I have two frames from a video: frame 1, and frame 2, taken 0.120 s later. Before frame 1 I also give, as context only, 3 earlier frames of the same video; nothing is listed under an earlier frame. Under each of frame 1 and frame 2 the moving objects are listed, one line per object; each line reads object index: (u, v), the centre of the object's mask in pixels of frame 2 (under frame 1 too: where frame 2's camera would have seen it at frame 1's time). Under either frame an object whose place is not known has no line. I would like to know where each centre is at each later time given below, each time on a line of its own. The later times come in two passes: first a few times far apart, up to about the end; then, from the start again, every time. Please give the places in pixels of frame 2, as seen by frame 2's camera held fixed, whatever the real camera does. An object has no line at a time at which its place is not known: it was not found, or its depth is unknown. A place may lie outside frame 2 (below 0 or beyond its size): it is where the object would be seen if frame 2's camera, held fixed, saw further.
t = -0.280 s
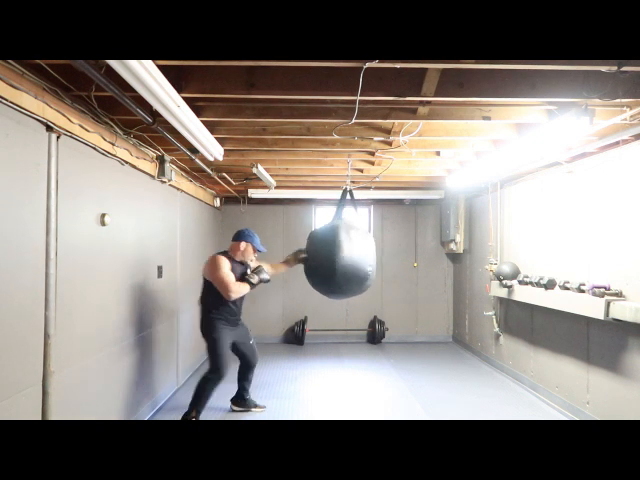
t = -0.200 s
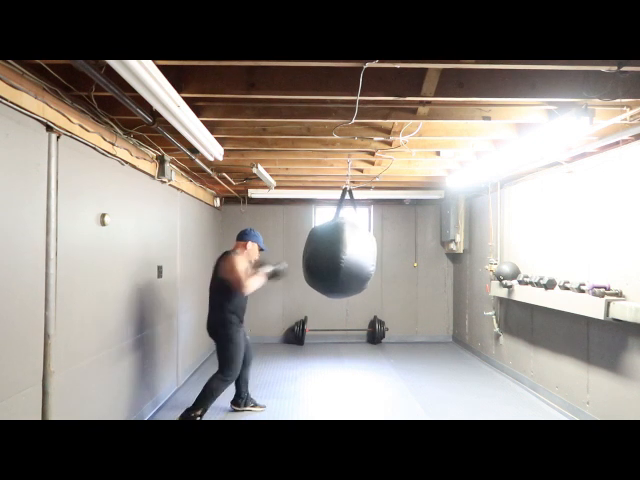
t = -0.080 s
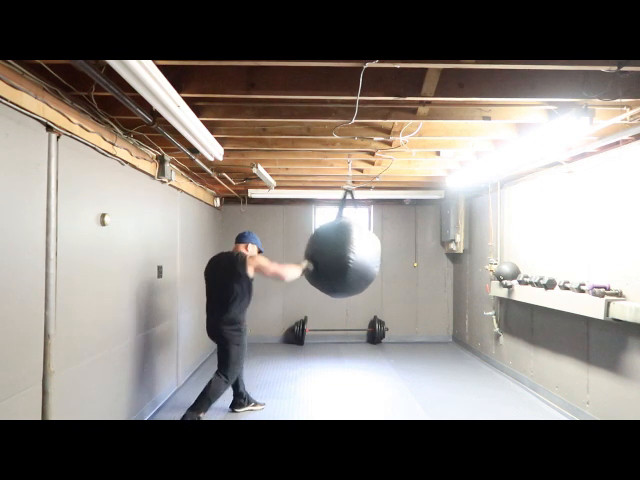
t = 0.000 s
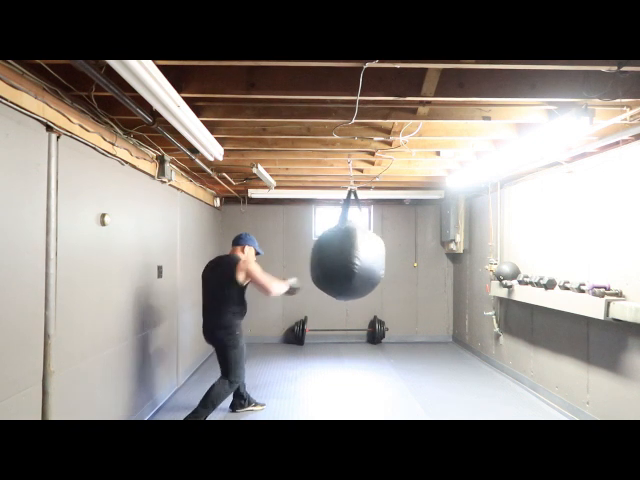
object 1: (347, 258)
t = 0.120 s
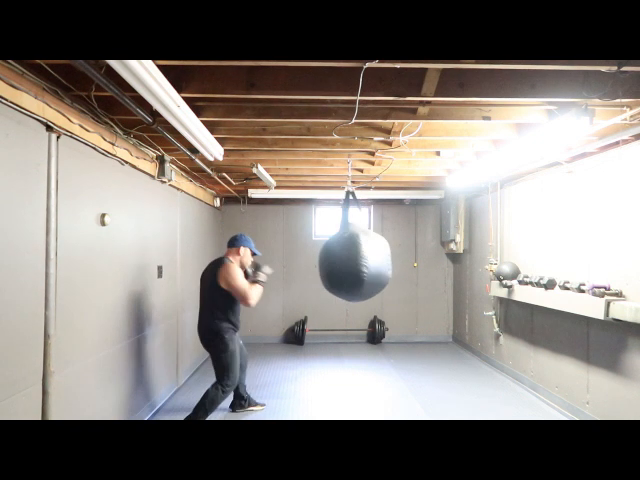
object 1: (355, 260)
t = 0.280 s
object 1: (362, 259)
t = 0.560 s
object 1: (365, 249)
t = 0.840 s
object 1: (358, 250)
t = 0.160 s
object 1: (357, 261)
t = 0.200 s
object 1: (359, 260)
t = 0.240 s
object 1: (361, 259)
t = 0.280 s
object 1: (362, 259)
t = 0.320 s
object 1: (364, 258)
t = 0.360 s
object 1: (365, 257)
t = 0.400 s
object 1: (365, 256)
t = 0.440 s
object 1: (366, 254)
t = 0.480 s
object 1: (366, 253)
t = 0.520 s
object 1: (366, 253)
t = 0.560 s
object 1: (365, 249)
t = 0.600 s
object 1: (365, 249)
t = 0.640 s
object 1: (364, 248)
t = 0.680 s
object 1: (363, 248)
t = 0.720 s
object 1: (362, 248)
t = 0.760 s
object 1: (361, 251)
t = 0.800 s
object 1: (360, 249)
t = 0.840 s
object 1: (358, 250)
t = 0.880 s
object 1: (357, 253)
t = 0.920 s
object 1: (355, 252)
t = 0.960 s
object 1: (353, 253)
